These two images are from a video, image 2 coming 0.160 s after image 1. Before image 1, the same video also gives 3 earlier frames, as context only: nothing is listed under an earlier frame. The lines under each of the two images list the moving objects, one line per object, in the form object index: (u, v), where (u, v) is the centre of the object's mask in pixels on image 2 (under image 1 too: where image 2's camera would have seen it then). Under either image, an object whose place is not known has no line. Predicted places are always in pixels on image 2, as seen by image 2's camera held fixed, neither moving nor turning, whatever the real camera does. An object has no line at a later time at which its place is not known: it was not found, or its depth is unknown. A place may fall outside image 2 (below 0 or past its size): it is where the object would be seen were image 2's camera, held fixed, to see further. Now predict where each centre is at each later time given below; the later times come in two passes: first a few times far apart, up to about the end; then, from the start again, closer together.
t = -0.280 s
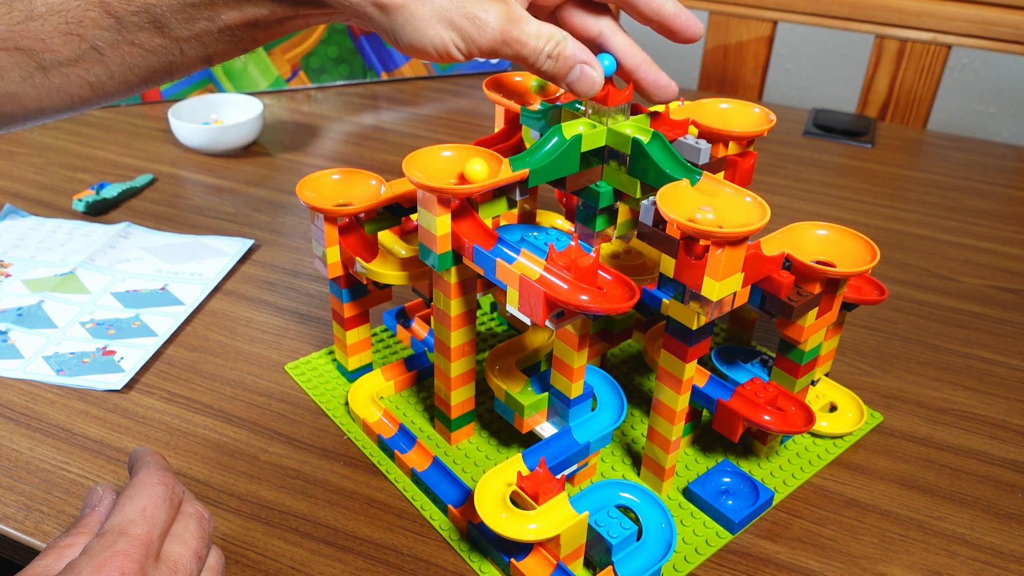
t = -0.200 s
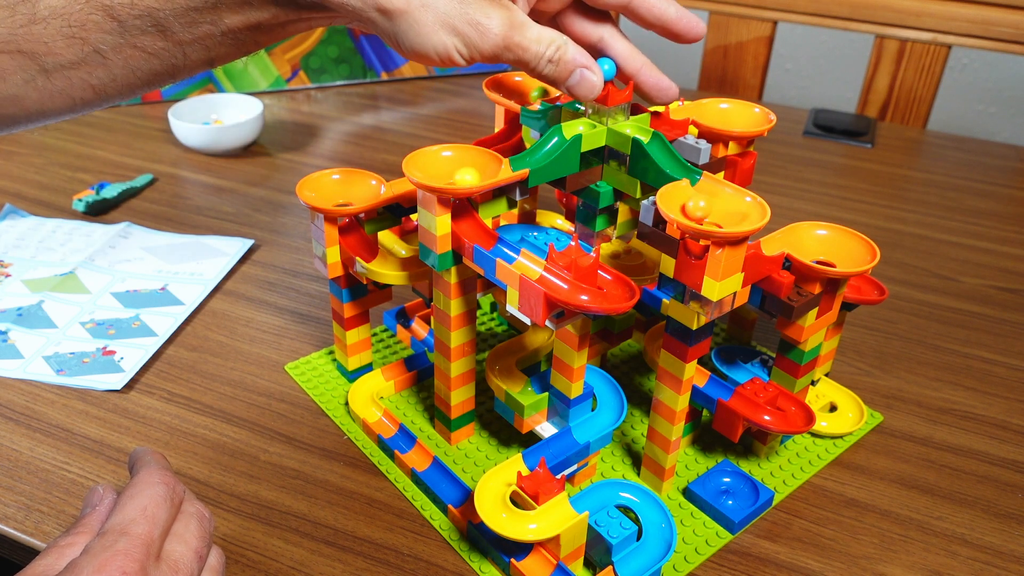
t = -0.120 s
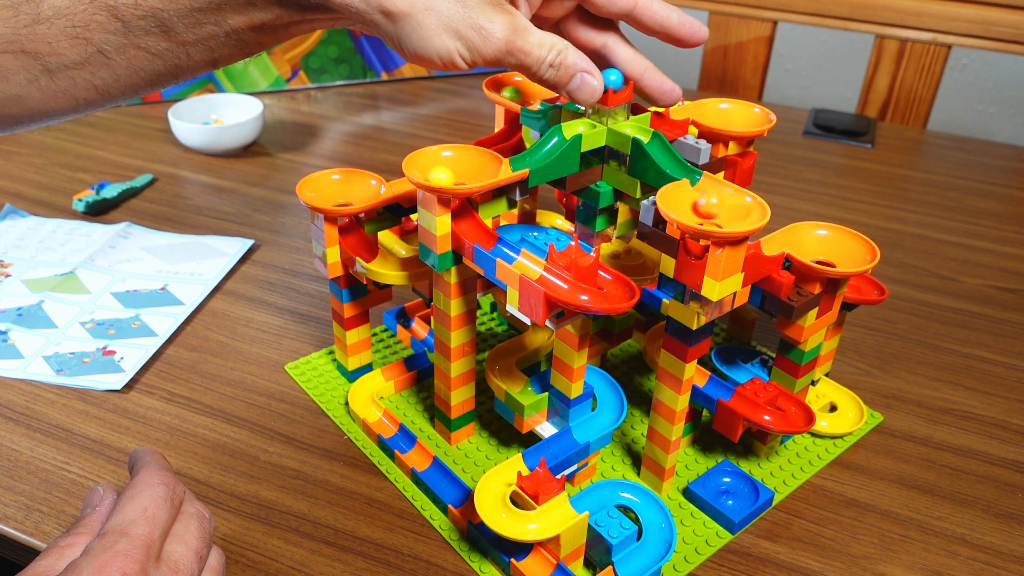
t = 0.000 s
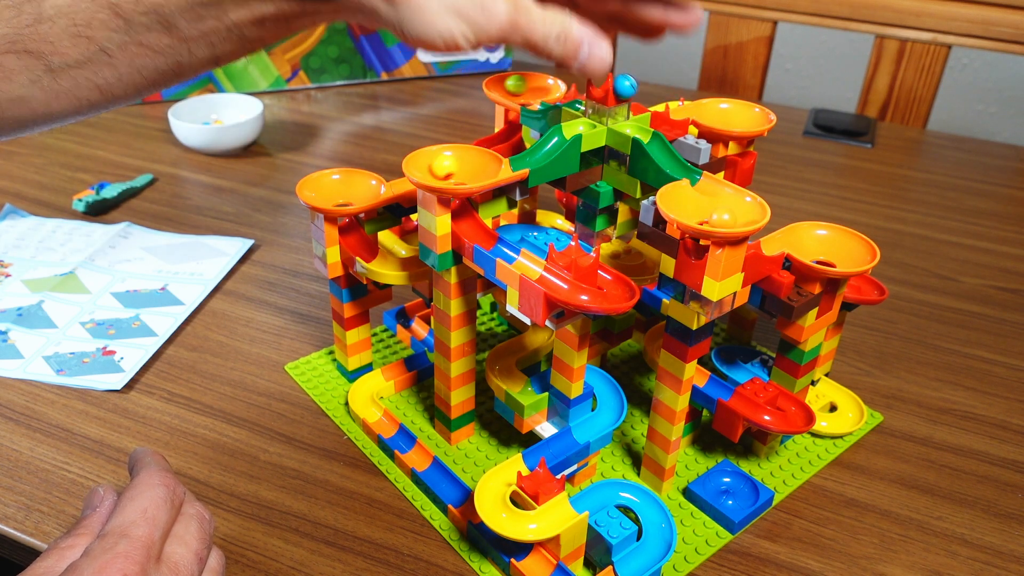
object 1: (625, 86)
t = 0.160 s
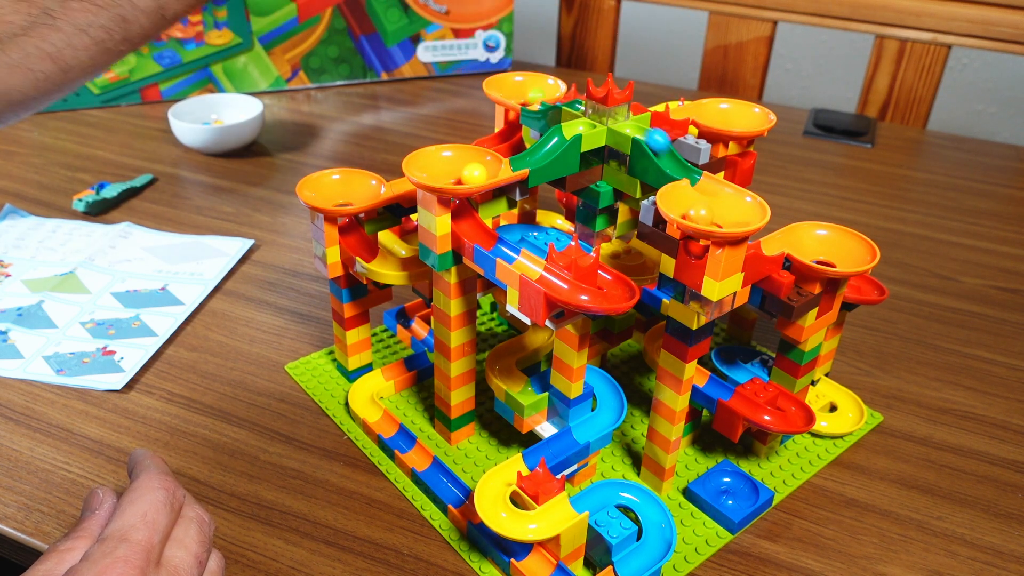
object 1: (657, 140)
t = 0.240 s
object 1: (696, 172)
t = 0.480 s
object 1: (714, 217)
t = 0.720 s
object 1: (756, 245)
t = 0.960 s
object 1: (849, 260)
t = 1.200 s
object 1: (850, 243)
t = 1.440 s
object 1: (808, 238)
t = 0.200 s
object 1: (672, 159)
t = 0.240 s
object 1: (696, 172)
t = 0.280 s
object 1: (717, 186)
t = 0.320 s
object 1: (731, 194)
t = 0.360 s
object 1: (738, 204)
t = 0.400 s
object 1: (737, 215)
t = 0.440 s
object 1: (725, 218)
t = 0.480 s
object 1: (714, 217)
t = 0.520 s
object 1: (709, 219)
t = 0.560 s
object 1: (710, 222)
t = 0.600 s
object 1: (702, 247)
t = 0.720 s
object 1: (756, 245)
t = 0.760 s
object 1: (772, 244)
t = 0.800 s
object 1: (795, 236)
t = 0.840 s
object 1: (825, 231)
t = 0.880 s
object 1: (854, 231)
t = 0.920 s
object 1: (861, 251)
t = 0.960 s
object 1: (849, 260)
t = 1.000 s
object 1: (827, 259)
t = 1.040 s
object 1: (807, 251)
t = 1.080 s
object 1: (799, 243)
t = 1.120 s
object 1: (808, 237)
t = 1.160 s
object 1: (829, 237)
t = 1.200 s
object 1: (850, 243)
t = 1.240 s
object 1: (857, 254)
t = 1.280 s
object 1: (848, 260)
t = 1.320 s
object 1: (827, 259)
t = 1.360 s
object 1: (808, 252)
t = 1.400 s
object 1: (800, 244)
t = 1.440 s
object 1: (808, 238)
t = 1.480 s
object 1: (826, 238)
